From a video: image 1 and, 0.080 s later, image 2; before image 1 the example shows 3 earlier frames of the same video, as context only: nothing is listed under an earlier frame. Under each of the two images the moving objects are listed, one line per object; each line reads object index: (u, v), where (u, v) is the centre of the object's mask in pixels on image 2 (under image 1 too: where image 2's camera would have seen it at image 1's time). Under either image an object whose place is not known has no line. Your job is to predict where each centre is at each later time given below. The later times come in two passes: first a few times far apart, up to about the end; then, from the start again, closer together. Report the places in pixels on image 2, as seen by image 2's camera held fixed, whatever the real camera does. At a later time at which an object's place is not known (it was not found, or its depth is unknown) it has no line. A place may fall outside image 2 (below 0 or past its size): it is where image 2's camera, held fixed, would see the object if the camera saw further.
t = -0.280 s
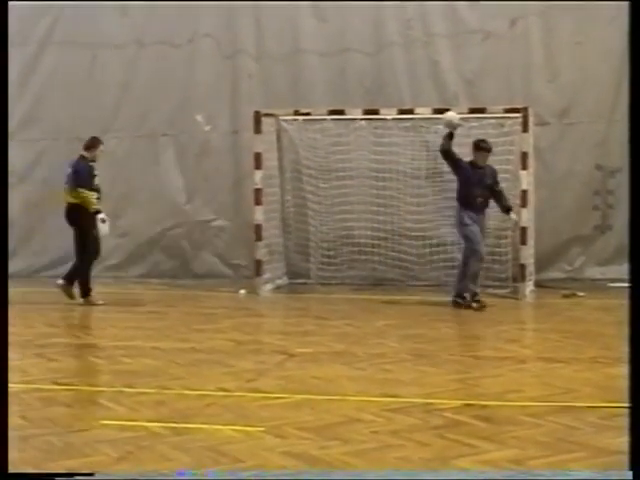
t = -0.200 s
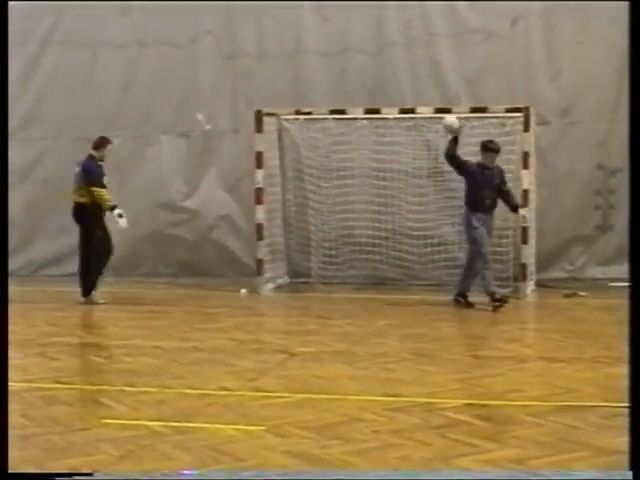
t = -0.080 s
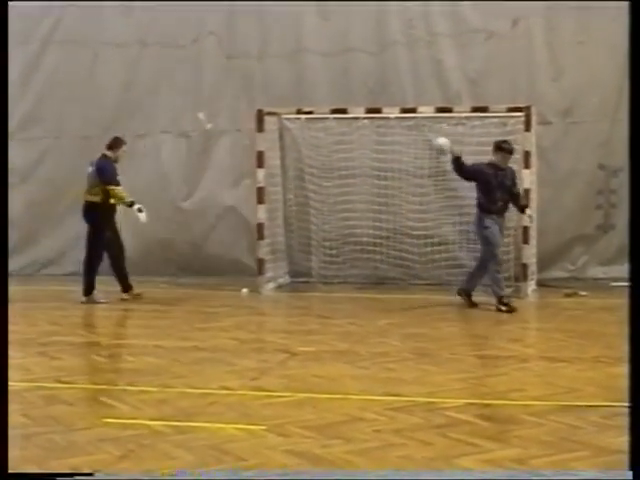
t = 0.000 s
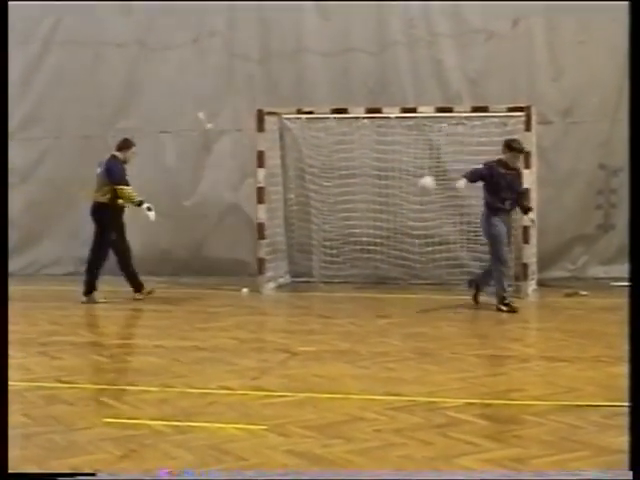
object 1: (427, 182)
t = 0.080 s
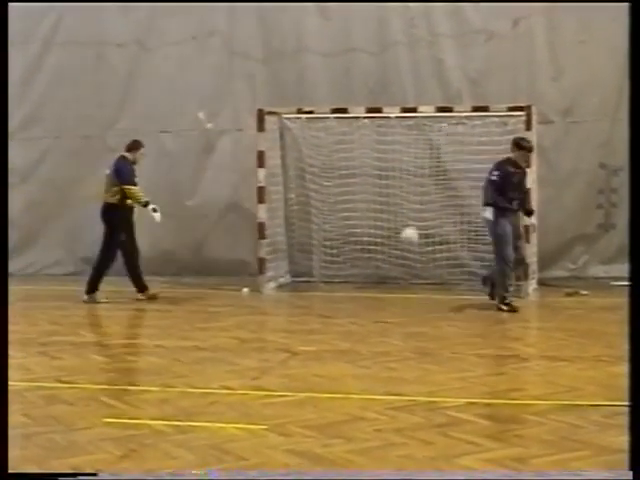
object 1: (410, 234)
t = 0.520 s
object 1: (359, 286)
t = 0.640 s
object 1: (350, 305)
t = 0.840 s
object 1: (333, 338)
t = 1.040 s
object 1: (314, 352)
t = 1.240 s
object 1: (292, 361)
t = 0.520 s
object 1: (359, 286)
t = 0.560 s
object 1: (356, 288)
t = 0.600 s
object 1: (354, 295)
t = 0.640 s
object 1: (350, 305)
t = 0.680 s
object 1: (346, 316)
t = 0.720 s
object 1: (343, 329)
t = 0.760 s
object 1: (340, 341)
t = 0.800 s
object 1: (337, 338)
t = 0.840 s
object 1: (333, 338)
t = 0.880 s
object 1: (330, 339)
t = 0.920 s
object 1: (326, 342)
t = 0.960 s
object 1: (322, 349)
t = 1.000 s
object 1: (318, 350)
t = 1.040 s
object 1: (314, 352)
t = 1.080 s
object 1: (309, 354)
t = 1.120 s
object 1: (305, 355)
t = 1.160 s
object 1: (301, 357)
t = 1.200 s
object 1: (296, 360)
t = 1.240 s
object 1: (292, 361)
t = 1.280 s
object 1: (287, 363)
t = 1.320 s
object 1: (282, 365)
